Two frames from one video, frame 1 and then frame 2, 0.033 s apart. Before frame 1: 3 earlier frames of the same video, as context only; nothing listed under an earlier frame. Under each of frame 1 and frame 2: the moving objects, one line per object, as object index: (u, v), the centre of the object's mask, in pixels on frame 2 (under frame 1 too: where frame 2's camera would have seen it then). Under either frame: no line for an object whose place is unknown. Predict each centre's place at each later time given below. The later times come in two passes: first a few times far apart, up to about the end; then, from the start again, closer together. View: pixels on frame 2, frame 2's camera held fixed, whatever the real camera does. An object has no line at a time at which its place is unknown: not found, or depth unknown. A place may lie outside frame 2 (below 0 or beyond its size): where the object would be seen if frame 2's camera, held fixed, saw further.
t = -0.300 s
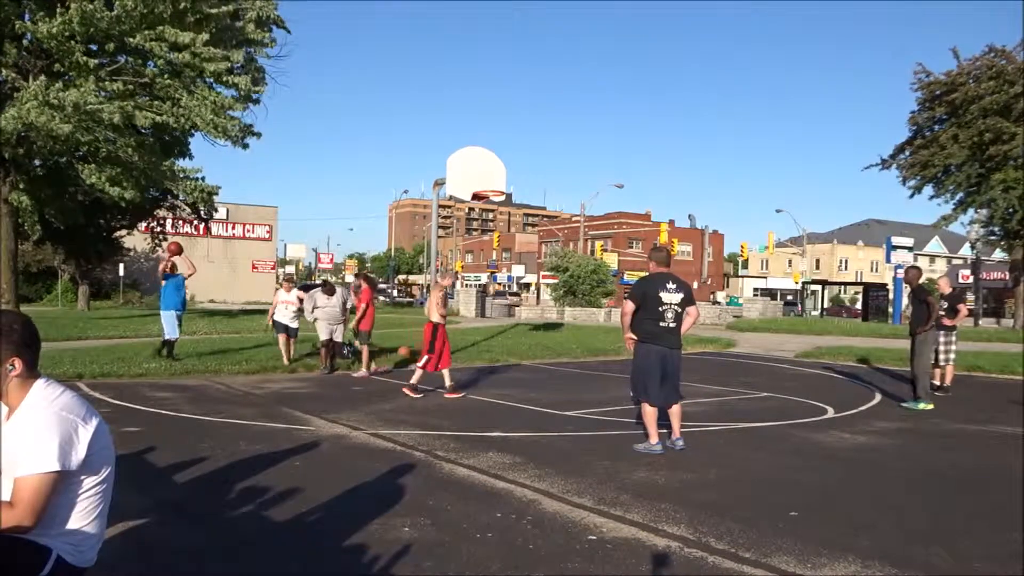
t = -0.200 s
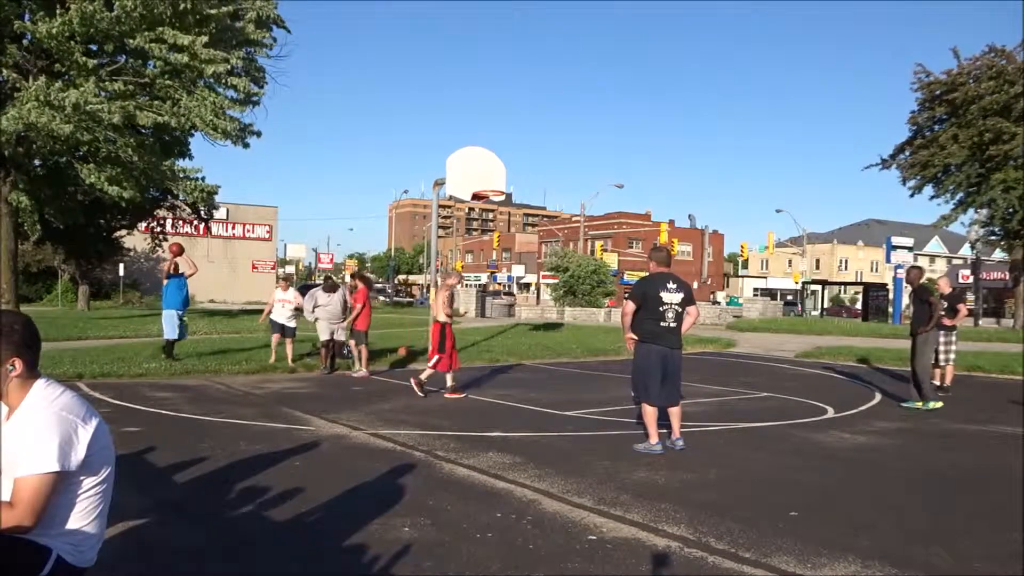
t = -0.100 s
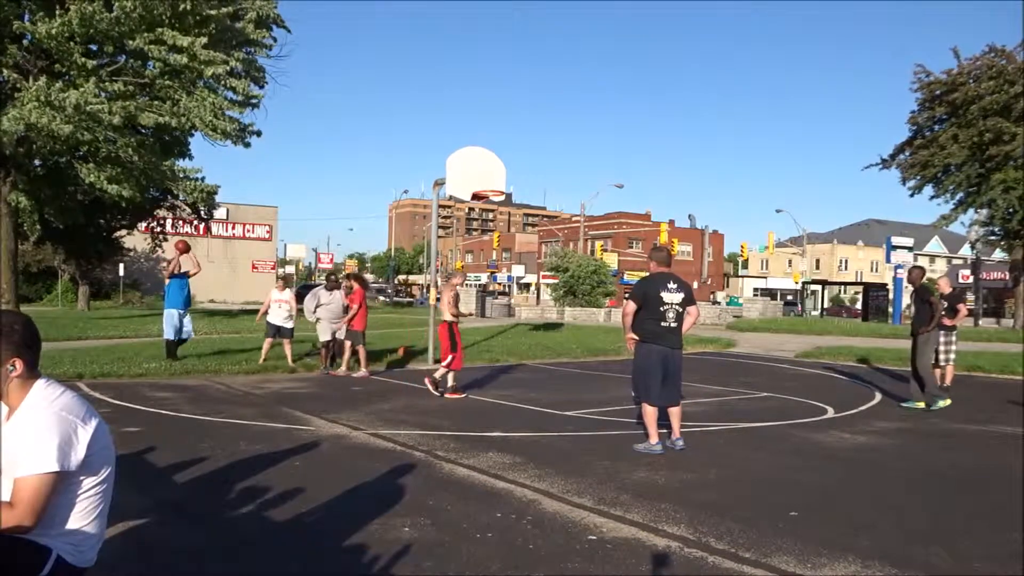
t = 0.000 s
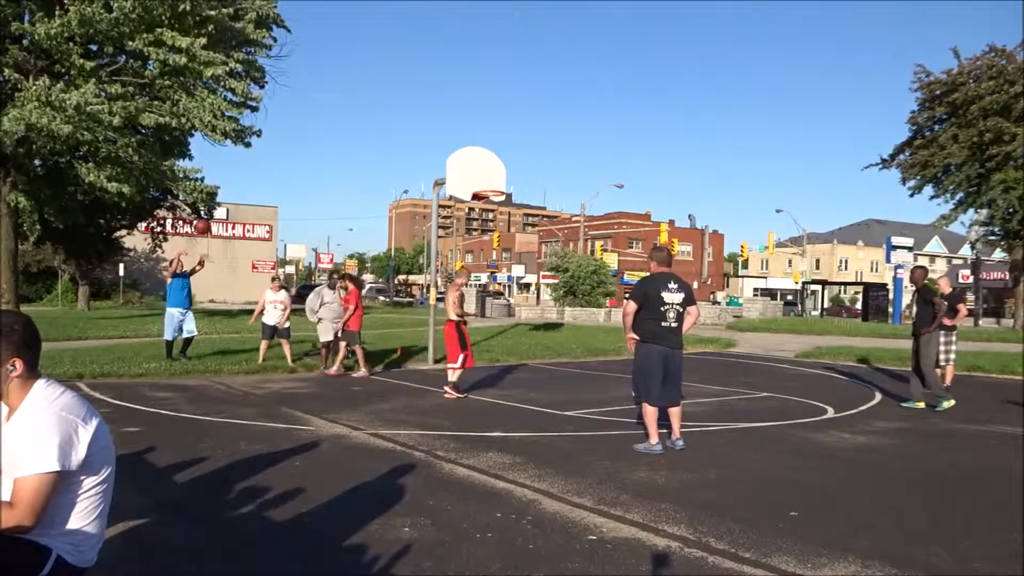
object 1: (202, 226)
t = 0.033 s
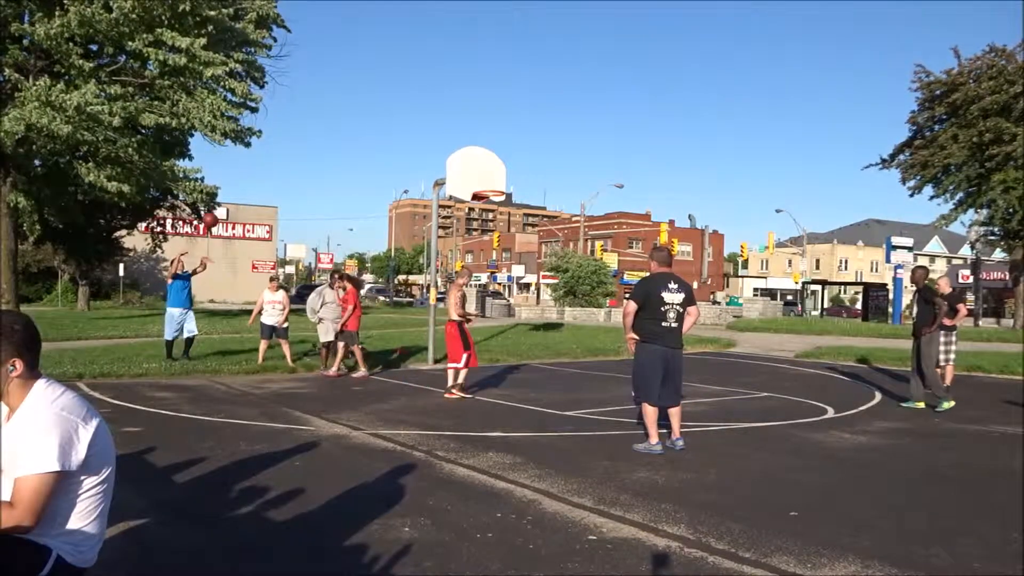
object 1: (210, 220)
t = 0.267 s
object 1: (268, 194)
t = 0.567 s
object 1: (353, 214)
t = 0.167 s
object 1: (243, 201)
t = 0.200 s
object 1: (251, 197)
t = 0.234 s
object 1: (260, 195)
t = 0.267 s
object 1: (268, 194)
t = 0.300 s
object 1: (277, 193)
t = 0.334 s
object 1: (287, 193)
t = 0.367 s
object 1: (296, 193)
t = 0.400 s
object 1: (305, 195)
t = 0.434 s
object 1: (314, 197)
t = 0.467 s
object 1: (324, 200)
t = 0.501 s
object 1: (334, 204)
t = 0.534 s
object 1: (343, 209)
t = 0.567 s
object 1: (353, 214)
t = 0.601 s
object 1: (364, 221)
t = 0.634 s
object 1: (374, 229)
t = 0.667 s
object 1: (384, 237)
